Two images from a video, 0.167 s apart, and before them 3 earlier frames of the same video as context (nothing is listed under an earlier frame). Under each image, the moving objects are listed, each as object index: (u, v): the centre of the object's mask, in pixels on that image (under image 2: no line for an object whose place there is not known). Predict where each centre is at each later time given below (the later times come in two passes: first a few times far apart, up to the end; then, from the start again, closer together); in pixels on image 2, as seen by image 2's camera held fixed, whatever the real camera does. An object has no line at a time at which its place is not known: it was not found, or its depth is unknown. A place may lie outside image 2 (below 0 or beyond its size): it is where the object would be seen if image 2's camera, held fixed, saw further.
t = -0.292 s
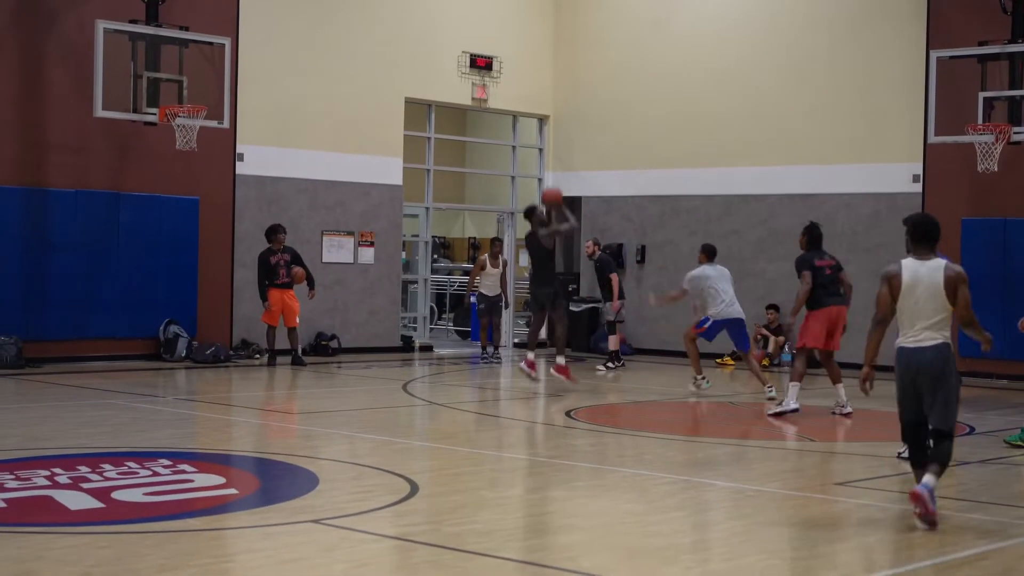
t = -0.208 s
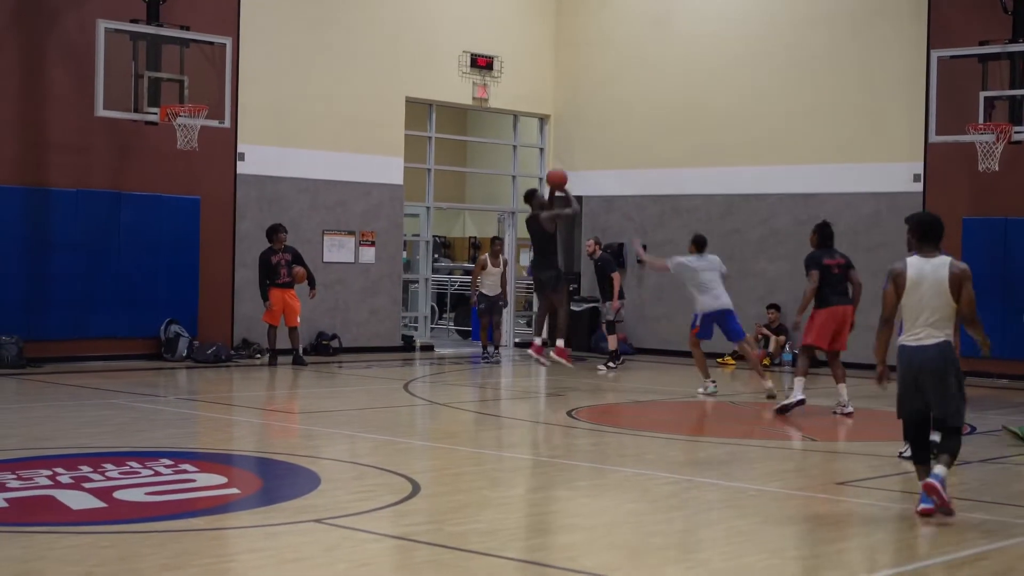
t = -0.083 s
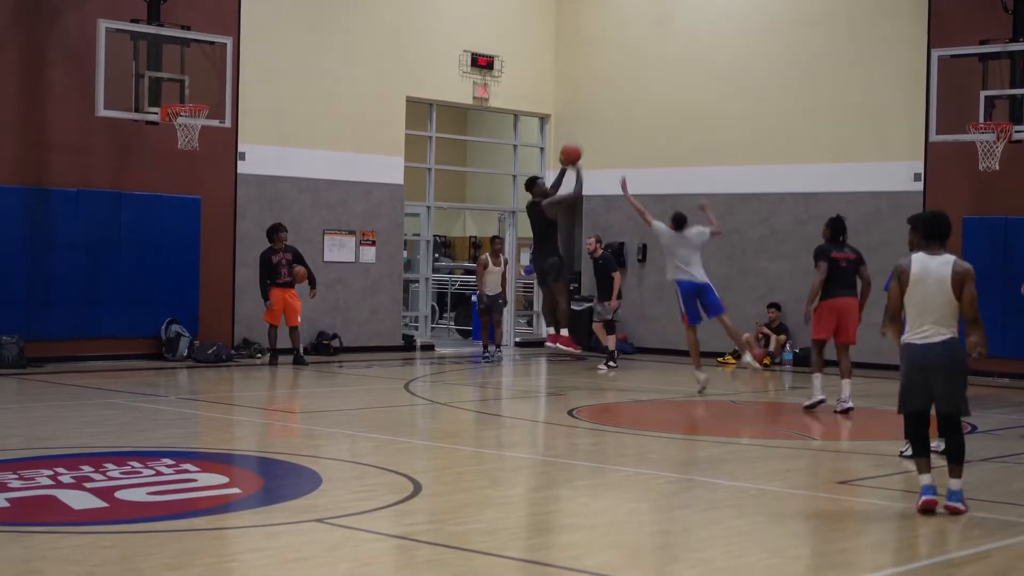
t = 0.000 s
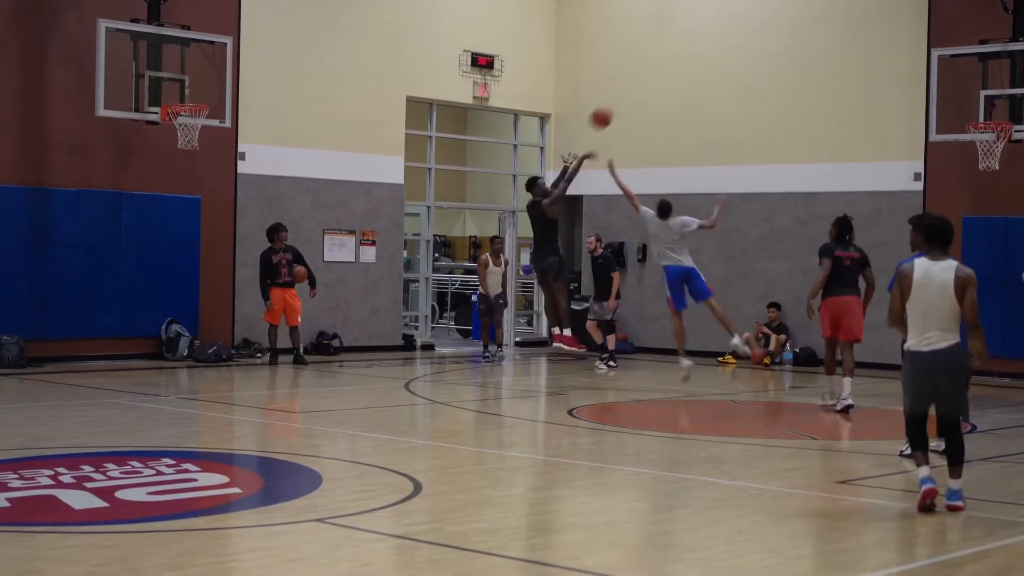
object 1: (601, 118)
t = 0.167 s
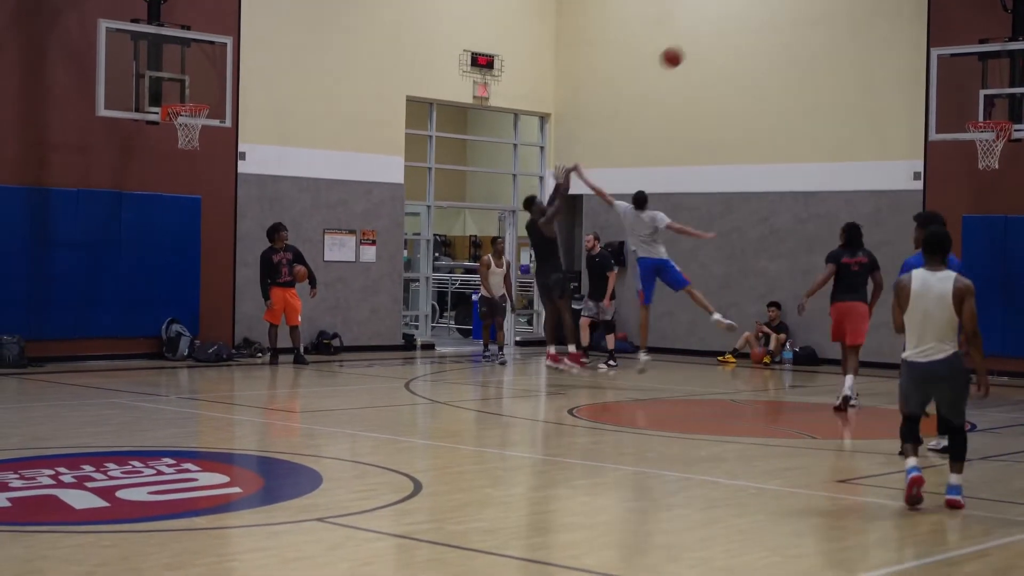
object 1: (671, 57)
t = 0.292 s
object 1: (724, 27)
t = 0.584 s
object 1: (844, 10)
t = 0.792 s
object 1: (928, 45)
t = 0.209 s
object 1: (689, 46)
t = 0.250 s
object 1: (707, 36)
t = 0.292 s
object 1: (724, 27)
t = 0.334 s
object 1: (742, 20)
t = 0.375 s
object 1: (759, 15)
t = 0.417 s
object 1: (776, 11)
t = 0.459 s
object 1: (793, 9)
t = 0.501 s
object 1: (810, 9)
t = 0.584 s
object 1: (844, 10)
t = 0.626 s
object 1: (861, 14)
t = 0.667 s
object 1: (878, 20)
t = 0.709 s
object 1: (894, 27)
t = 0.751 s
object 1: (911, 35)
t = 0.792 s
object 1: (928, 45)
